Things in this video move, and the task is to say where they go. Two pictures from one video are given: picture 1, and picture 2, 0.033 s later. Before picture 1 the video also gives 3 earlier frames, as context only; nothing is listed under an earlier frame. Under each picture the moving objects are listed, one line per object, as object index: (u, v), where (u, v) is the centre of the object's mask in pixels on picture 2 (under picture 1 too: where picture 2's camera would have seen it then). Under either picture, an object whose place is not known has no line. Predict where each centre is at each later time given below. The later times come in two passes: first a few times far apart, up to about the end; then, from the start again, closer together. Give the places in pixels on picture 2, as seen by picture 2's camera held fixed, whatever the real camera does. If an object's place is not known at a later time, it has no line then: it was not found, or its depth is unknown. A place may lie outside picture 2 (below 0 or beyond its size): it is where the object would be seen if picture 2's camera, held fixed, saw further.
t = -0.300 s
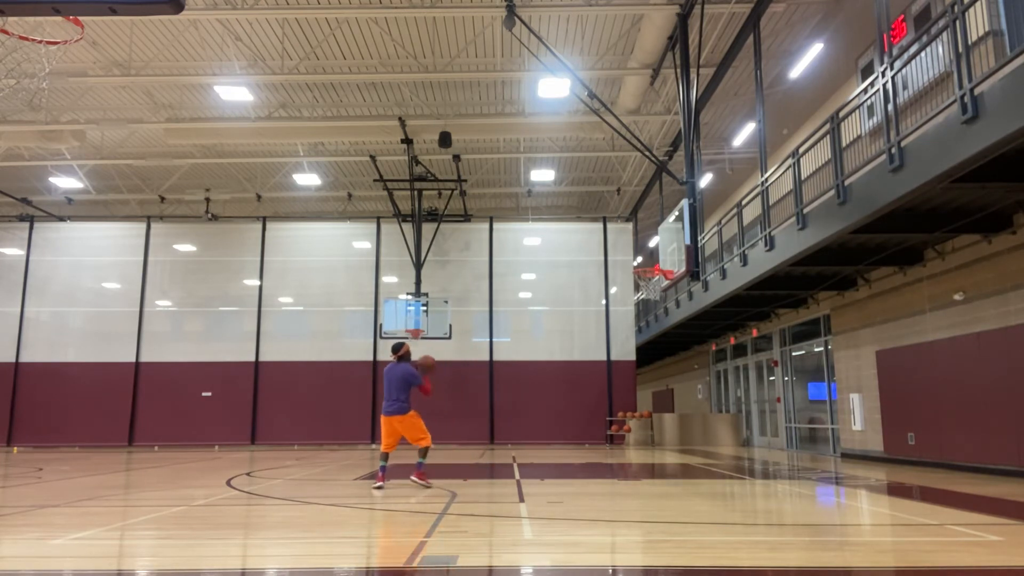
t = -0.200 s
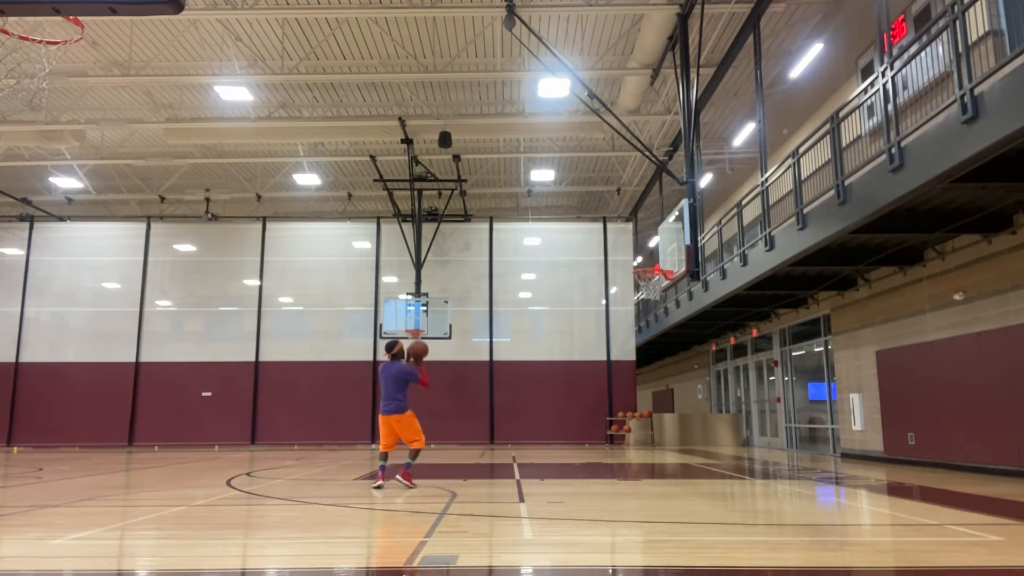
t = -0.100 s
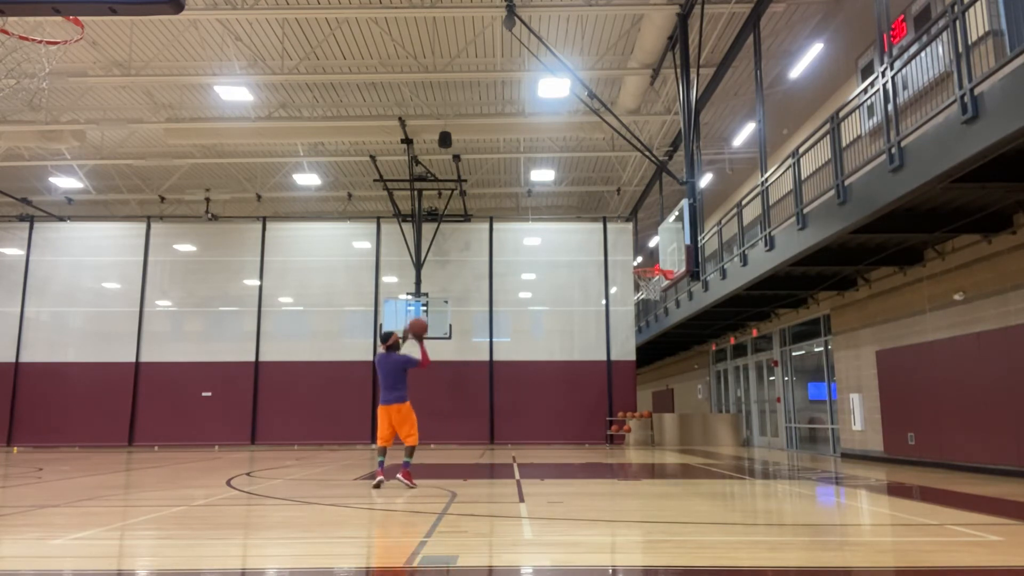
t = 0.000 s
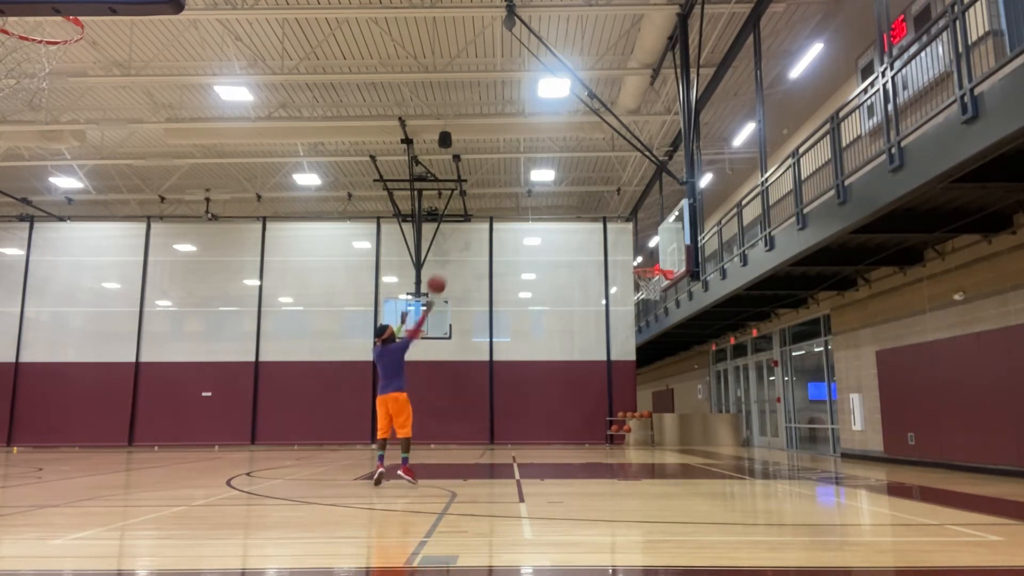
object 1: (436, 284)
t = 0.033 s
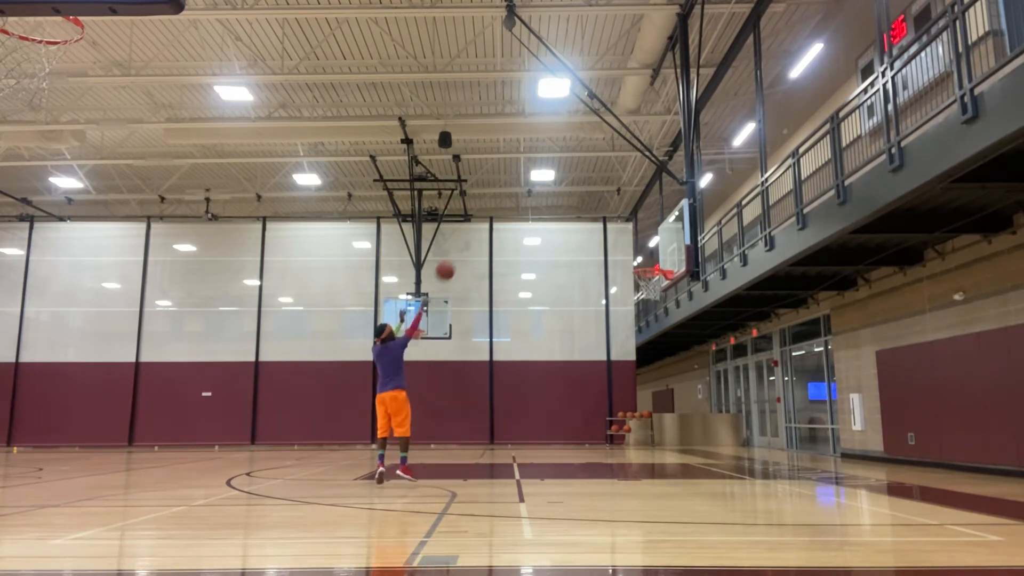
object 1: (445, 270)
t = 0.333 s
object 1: (515, 196)
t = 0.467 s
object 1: (541, 187)
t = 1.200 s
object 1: (658, 302)
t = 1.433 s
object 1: (674, 359)
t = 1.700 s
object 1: (695, 458)
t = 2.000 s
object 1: (697, 378)
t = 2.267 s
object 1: (701, 353)
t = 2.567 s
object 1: (707, 376)
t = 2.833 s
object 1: (716, 447)
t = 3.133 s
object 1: (721, 407)
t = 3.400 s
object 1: (728, 393)
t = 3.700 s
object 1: (739, 434)
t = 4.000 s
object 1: (747, 430)
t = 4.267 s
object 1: (754, 420)
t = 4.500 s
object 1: (764, 452)
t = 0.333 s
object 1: (515, 196)
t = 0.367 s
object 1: (522, 193)
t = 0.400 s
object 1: (528, 190)
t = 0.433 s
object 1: (535, 189)
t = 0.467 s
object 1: (541, 187)
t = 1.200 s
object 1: (658, 302)
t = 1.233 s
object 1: (660, 308)
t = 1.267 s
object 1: (662, 315)
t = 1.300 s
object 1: (665, 324)
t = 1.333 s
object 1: (668, 332)
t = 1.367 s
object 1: (670, 340)
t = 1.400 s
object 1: (672, 349)
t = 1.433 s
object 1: (674, 359)
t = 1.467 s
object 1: (676, 370)
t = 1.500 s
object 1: (680, 382)
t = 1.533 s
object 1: (682, 395)
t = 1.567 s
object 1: (685, 407)
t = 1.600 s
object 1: (688, 420)
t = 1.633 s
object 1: (690, 434)
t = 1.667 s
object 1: (693, 448)
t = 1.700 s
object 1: (695, 458)
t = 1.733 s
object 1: (695, 447)
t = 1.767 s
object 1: (696, 436)
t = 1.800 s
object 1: (696, 425)
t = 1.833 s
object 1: (696, 416)
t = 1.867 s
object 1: (697, 406)
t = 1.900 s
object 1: (696, 398)
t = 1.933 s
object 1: (697, 391)
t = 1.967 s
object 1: (697, 384)
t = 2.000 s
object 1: (697, 378)
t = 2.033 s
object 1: (698, 373)
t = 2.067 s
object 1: (697, 367)
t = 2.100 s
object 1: (698, 364)
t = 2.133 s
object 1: (698, 360)
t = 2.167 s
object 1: (700, 358)
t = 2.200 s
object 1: (700, 355)
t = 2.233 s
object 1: (701, 354)
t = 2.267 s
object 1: (701, 353)
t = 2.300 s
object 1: (701, 353)
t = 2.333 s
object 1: (702, 353)
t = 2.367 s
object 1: (703, 354)
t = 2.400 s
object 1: (703, 356)
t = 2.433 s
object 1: (703, 359)
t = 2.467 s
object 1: (704, 362)
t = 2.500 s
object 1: (705, 366)
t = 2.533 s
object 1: (707, 370)
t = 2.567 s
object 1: (707, 376)
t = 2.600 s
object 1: (708, 382)
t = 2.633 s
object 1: (709, 390)
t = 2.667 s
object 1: (710, 397)
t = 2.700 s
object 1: (711, 405)
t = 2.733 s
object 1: (712, 414)
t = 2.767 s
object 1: (714, 424)
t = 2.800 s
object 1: (715, 435)
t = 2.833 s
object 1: (716, 447)
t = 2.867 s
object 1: (717, 459)
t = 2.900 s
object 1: (718, 458)
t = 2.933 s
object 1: (718, 447)
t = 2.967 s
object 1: (719, 439)
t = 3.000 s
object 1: (719, 431)
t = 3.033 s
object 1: (720, 424)
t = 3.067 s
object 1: (720, 418)
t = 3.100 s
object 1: (721, 412)
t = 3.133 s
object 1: (721, 407)
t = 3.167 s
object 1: (722, 402)
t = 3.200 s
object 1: (723, 399)
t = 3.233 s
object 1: (724, 396)
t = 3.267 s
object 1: (724, 394)
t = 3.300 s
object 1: (725, 392)
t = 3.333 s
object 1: (726, 392)
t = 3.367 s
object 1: (727, 392)
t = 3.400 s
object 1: (728, 393)
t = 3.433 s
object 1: (729, 394)
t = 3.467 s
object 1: (730, 396)
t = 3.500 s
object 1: (731, 400)
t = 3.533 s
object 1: (733, 403)
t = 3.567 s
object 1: (733, 408)
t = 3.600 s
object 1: (735, 413)
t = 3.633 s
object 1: (737, 419)
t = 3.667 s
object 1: (738, 425)
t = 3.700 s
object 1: (739, 434)
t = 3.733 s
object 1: (741, 442)
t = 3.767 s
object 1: (742, 452)
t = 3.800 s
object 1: (744, 461)
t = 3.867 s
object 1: (744, 453)
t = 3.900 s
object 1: (746, 446)
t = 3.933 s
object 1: (746, 440)
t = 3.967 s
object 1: (747, 435)
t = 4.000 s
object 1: (747, 430)
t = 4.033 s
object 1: (748, 426)
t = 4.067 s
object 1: (749, 423)
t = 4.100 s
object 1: (750, 420)
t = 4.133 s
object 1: (751, 419)
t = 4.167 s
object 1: (751, 418)
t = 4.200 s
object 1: (752, 419)
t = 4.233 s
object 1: (753, 419)
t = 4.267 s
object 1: (754, 420)
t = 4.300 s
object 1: (756, 422)
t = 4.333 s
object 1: (756, 425)
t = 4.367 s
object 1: (757, 429)
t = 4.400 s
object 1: (759, 434)
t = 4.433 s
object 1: (761, 439)
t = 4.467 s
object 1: (762, 445)
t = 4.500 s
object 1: (764, 452)
